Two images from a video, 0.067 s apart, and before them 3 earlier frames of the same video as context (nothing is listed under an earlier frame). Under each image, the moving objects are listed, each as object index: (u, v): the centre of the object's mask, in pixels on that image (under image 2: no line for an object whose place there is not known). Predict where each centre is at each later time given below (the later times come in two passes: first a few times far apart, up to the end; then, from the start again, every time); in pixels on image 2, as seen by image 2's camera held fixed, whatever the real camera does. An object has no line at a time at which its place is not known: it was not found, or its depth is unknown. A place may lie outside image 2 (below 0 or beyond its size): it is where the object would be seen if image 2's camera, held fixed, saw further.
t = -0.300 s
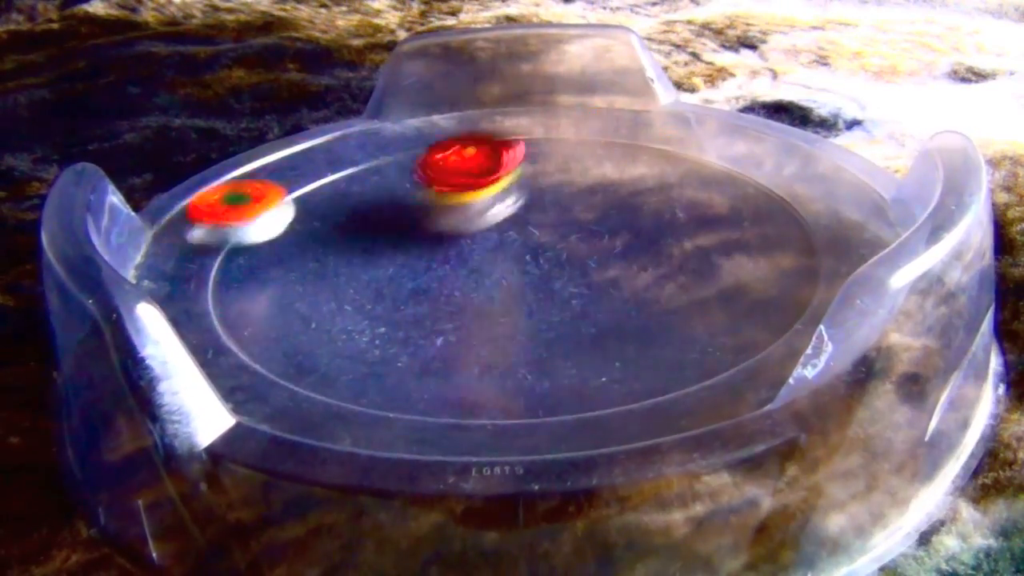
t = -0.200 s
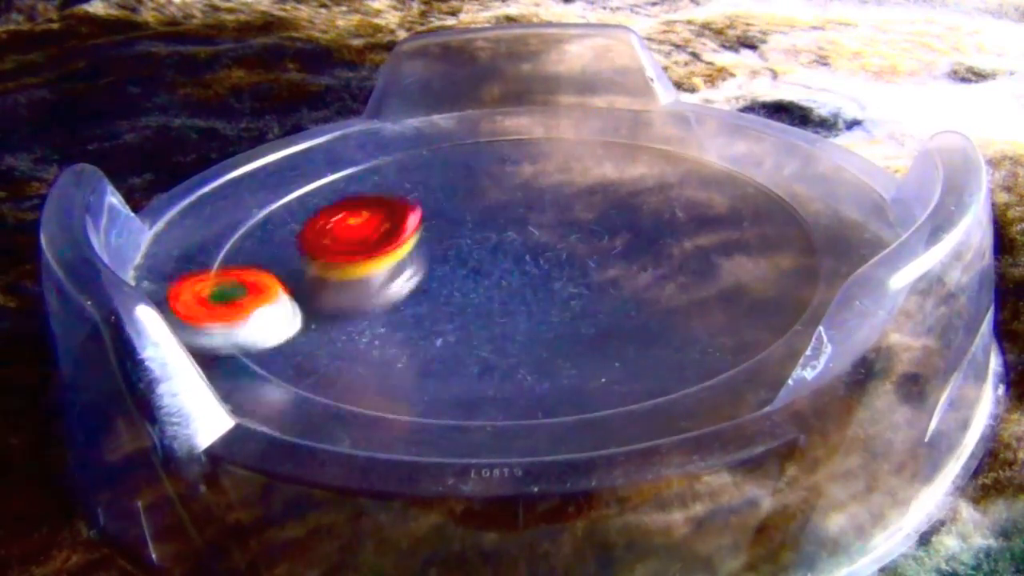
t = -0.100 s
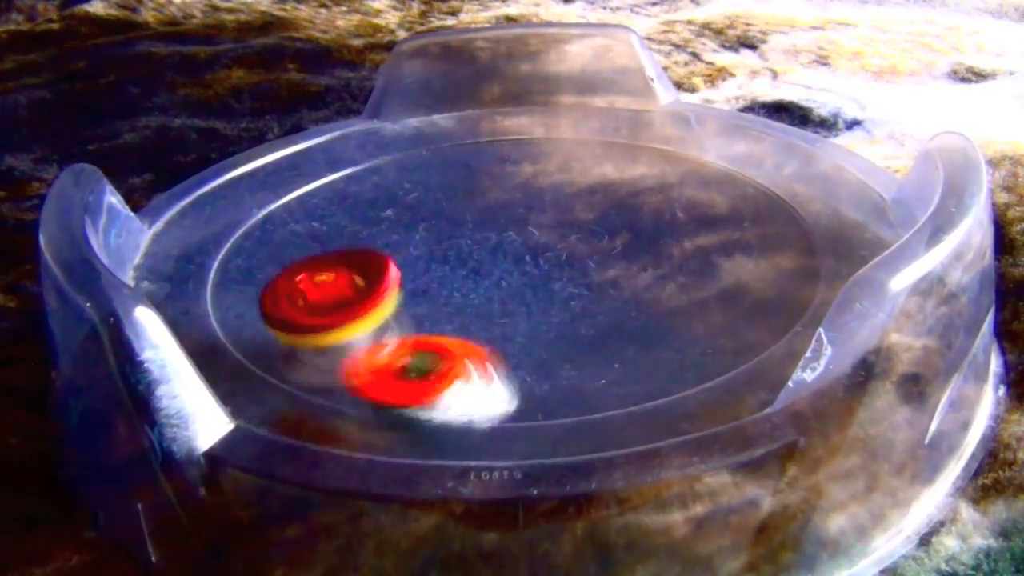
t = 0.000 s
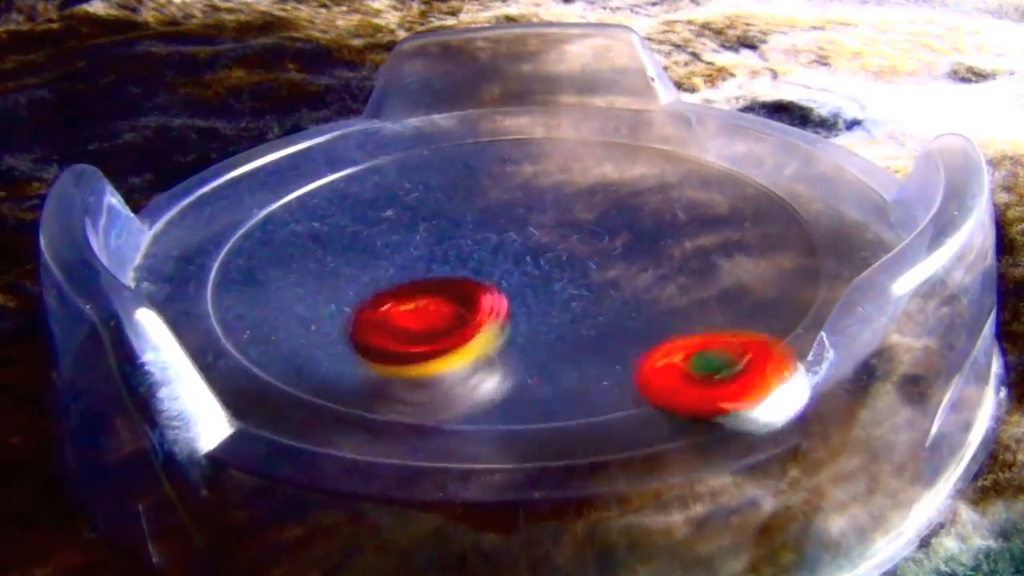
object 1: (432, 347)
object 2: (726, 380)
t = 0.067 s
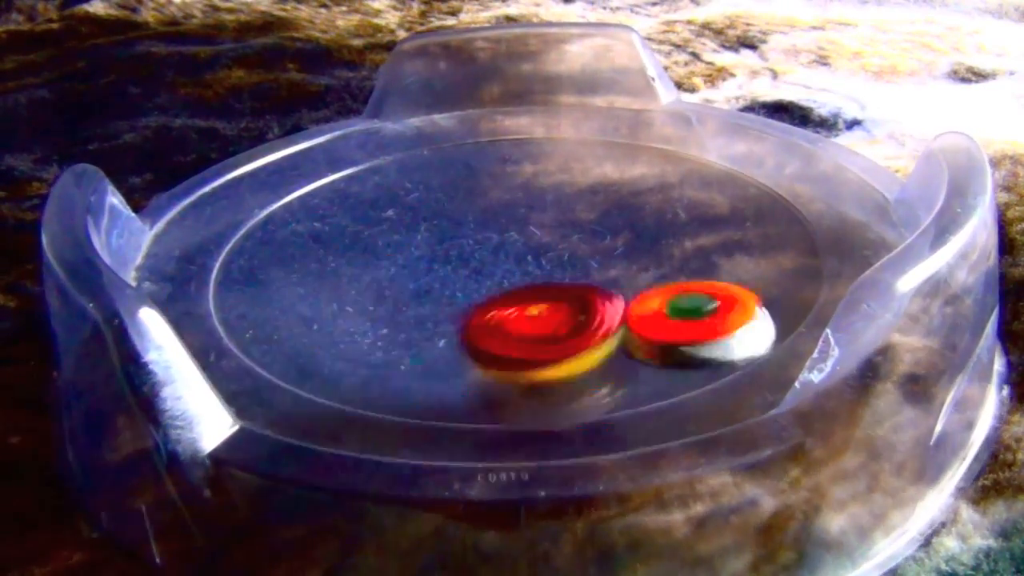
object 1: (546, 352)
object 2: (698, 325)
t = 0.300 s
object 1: (608, 292)
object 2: (789, 195)
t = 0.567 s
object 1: (450, 206)
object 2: (378, 181)
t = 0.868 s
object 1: (404, 339)
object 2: (271, 348)
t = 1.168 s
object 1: (706, 206)
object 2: (726, 295)
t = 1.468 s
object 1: (274, 157)
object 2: (426, 158)
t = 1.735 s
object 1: (316, 301)
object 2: (206, 220)
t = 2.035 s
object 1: (758, 168)
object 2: (614, 286)
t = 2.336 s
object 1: (423, 131)
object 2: (580, 114)
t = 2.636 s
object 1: (480, 335)
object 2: (297, 197)
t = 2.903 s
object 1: (837, 201)
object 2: (578, 331)
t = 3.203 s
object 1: (458, 169)
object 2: (735, 154)
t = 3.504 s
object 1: (274, 334)
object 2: (400, 190)
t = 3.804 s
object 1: (719, 240)
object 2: (556, 354)
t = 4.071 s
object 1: (457, 128)
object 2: (811, 210)
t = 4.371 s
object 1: (263, 265)
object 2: (457, 199)
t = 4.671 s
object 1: (725, 248)
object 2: (389, 371)
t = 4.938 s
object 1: (584, 132)
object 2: (787, 287)
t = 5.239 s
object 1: (333, 246)
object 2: (502, 198)
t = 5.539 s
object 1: (664, 304)
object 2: (229, 304)
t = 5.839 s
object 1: (590, 178)
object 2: (663, 319)
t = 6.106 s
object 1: (336, 206)
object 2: (520, 191)
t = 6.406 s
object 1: (474, 321)
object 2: (222, 244)
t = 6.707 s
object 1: (656, 196)
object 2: (577, 328)
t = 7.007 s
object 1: (415, 171)
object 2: (562, 163)
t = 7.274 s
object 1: (402, 302)
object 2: (299, 183)
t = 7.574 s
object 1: (715, 250)
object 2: (512, 331)
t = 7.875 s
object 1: (494, 177)
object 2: (680, 172)
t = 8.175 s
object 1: (297, 267)
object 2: (402, 158)
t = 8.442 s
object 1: (592, 300)
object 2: (417, 326)
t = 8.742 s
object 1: (594, 165)
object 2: (792, 239)
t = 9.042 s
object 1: (356, 207)
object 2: (566, 156)
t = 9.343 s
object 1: (560, 315)
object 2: (347, 294)
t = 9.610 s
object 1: (706, 209)
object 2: (665, 360)
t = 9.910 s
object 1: (416, 196)
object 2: (679, 206)
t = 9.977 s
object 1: (359, 214)
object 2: (602, 196)
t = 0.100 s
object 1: (551, 352)
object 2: (750, 338)
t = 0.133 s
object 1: (551, 344)
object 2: (788, 308)
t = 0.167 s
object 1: (556, 337)
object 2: (815, 276)
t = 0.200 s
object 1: (564, 328)
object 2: (833, 252)
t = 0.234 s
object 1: (577, 317)
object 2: (838, 231)
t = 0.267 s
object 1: (592, 304)
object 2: (820, 210)
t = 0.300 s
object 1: (608, 292)
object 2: (789, 195)
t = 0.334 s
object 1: (623, 276)
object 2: (748, 180)
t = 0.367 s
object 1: (623, 260)
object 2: (703, 169)
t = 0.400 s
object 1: (612, 247)
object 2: (653, 163)
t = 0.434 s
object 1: (593, 235)
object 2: (601, 162)
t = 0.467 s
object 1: (564, 225)
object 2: (547, 161)
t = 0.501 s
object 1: (528, 217)
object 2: (494, 162)
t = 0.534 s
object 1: (491, 211)
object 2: (433, 170)
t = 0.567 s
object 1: (450, 206)
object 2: (378, 181)
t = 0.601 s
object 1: (417, 209)
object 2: (330, 188)
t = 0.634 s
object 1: (390, 216)
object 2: (282, 195)
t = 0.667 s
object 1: (366, 227)
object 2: (237, 205)
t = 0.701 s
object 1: (346, 241)
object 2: (207, 223)
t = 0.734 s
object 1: (333, 259)
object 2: (188, 247)
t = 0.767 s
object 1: (328, 278)
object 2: (188, 274)
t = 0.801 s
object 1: (334, 298)
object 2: (205, 302)
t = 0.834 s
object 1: (357, 320)
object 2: (230, 331)
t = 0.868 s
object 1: (404, 339)
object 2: (271, 348)
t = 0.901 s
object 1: (471, 353)
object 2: (311, 367)
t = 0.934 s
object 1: (542, 357)
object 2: (364, 389)
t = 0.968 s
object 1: (615, 345)
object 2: (432, 398)
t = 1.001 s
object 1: (674, 325)
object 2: (506, 397)
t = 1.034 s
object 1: (717, 301)
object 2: (576, 387)
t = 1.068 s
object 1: (737, 275)
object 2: (636, 368)
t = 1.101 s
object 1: (738, 251)
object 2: (685, 348)
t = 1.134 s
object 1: (728, 228)
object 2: (714, 322)
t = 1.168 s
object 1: (706, 206)
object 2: (726, 295)
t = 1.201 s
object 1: (673, 189)
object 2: (723, 269)
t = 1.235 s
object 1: (630, 174)
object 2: (706, 247)
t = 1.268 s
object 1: (582, 161)
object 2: (680, 226)
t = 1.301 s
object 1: (530, 152)
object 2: (647, 208)
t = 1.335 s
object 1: (476, 145)
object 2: (609, 192)
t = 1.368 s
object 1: (420, 141)
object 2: (567, 179)
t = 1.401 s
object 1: (366, 140)
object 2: (520, 169)
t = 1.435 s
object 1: (312, 142)
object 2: (474, 162)
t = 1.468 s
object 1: (274, 157)
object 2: (426, 158)
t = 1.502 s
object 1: (230, 169)
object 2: (381, 158)
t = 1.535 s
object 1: (186, 181)
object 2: (336, 160)
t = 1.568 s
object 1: (184, 183)
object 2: (294, 167)
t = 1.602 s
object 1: (198, 203)
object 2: (277, 180)
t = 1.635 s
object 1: (212, 224)
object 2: (233, 175)
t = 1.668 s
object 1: (231, 258)
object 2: (187, 193)
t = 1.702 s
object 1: (266, 280)
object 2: (190, 205)
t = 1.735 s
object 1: (316, 301)
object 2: (206, 220)
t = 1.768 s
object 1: (390, 316)
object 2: (223, 234)
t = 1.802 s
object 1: (466, 321)
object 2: (244, 255)
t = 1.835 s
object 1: (544, 315)
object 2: (274, 275)
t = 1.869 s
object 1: (614, 302)
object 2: (317, 295)
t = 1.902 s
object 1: (673, 280)
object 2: (374, 310)
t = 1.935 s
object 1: (717, 254)
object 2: (438, 316)
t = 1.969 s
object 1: (744, 225)
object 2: (503, 314)
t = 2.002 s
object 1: (759, 194)
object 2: (562, 304)
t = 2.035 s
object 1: (758, 168)
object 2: (614, 286)
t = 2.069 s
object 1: (750, 145)
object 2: (651, 266)
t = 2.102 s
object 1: (720, 125)
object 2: (674, 243)
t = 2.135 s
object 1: (678, 122)
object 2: (685, 222)
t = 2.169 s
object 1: (639, 118)
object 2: (685, 199)
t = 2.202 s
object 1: (600, 111)
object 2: (674, 180)
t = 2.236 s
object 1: (557, 104)
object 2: (658, 160)
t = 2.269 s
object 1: (508, 113)
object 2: (636, 142)
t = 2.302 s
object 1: (464, 119)
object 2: (611, 125)
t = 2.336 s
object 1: (423, 131)
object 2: (580, 114)
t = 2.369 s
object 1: (386, 148)
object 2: (547, 112)
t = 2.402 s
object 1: (356, 167)
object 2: (511, 110)
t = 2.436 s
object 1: (332, 192)
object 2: (478, 107)
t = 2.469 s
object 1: (317, 217)
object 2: (444, 112)
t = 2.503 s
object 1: (315, 245)
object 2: (409, 119)
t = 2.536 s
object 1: (330, 273)
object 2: (375, 132)
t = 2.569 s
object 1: (361, 300)
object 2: (343, 149)
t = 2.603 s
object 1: (414, 322)
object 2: (315, 174)
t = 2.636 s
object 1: (480, 335)
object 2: (297, 197)
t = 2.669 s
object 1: (556, 340)
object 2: (291, 222)
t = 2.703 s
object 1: (637, 335)
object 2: (297, 248)
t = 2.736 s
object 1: (714, 317)
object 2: (317, 273)
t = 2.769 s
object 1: (754, 292)
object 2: (351, 297)
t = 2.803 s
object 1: (784, 267)
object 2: (396, 318)
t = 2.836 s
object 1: (812, 242)
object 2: (451, 331)
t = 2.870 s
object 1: (832, 222)
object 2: (515, 336)
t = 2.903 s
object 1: (837, 201)
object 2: (578, 331)
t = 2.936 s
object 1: (823, 180)
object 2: (636, 319)
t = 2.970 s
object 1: (800, 166)
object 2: (688, 301)
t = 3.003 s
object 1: (771, 156)
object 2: (728, 280)
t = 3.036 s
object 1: (731, 148)
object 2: (759, 255)
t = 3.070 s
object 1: (679, 151)
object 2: (777, 230)
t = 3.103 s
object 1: (628, 149)
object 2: (789, 204)
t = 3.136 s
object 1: (569, 154)
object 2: (789, 181)
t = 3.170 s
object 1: (512, 160)
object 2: (764, 166)
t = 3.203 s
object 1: (458, 169)
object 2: (735, 154)
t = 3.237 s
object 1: (407, 180)
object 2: (702, 141)
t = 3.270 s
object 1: (357, 193)
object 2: (666, 132)
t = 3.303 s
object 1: (311, 209)
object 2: (626, 127)
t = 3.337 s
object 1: (273, 227)
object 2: (586, 126)
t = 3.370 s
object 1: (242, 248)
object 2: (546, 129)
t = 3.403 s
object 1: (220, 270)
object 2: (507, 137)
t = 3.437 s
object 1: (229, 290)
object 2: (468, 150)
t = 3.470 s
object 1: (243, 313)
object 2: (431, 170)
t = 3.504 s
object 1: (274, 334)
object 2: (400, 190)
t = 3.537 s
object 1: (338, 349)
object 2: (375, 213)
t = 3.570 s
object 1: (404, 356)
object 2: (359, 235)
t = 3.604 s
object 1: (477, 357)
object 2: (353, 259)
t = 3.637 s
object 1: (553, 353)
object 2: (358, 283)
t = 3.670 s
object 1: (615, 337)
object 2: (377, 305)
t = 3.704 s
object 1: (665, 314)
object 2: (406, 323)
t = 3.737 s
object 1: (698, 290)
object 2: (443, 341)
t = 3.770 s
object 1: (717, 265)
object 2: (495, 351)
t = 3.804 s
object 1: (719, 240)
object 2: (556, 354)
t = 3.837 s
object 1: (711, 214)
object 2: (615, 352)
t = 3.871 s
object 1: (691, 194)
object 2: (677, 344)
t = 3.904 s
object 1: (664, 175)
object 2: (737, 330)
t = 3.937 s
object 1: (631, 160)
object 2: (777, 305)
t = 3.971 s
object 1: (591, 148)
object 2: (798, 280)
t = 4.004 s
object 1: (548, 137)
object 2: (815, 257)
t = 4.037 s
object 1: (502, 131)
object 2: (821, 232)
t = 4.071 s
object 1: (457, 128)
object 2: (811, 210)
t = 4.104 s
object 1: (411, 129)
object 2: (789, 191)
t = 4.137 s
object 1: (371, 132)
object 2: (760, 179)
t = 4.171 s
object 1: (335, 142)
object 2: (721, 170)
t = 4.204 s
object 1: (308, 159)
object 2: (676, 168)
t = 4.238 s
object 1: (280, 176)
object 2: (631, 168)
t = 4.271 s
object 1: (258, 196)
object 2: (587, 169)
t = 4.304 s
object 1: (248, 218)
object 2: (541, 177)
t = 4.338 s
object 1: (249, 241)
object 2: (497, 187)
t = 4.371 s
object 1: (263, 265)
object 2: (457, 199)
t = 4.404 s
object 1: (292, 287)
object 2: (421, 213)
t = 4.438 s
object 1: (336, 305)
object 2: (391, 227)
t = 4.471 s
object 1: (399, 321)
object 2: (359, 245)
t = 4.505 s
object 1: (465, 327)
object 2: (341, 267)
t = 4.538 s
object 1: (540, 322)
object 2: (329, 288)
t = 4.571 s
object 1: (607, 310)
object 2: (325, 312)
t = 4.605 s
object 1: (661, 293)
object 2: (332, 334)
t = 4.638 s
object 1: (700, 272)
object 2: (353, 353)
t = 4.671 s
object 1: (725, 248)
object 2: (389, 371)
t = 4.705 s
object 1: (738, 223)
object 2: (437, 380)
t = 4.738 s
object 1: (737, 200)
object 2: (500, 383)
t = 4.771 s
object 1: (728, 178)
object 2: (567, 378)
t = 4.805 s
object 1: (709, 164)
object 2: (636, 368)
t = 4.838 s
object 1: (684, 150)
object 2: (694, 353)
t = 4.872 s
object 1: (652, 141)
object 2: (742, 333)
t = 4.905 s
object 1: (620, 134)
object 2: (771, 312)
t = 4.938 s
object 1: (584, 132)
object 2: (787, 287)
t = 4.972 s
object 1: (546, 135)
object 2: (787, 265)
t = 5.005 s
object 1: (511, 139)
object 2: (771, 244)
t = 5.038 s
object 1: (473, 148)
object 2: (744, 228)
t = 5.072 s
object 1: (437, 162)
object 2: (706, 218)
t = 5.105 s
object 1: (405, 176)
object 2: (669, 209)
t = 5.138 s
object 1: (377, 191)
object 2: (629, 203)
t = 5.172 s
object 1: (353, 210)
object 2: (586, 199)
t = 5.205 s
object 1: (338, 228)
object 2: (544, 197)
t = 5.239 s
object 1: (333, 246)
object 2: (502, 198)
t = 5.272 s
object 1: (338, 266)
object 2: (458, 201)
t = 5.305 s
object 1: (354, 285)
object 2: (416, 206)
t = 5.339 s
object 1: (382, 307)
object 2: (376, 214)
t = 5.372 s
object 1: (425, 323)
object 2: (337, 224)
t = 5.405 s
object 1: (474, 331)
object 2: (302, 235)
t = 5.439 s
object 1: (526, 333)
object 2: (270, 250)
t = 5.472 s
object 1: (579, 329)
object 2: (243, 268)
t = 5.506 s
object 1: (625, 319)
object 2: (220, 286)
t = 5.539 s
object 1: (664, 304)
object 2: (229, 304)
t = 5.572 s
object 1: (694, 287)
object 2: (255, 330)
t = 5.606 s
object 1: (712, 270)
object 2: (291, 351)
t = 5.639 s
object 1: (717, 251)
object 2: (346, 365)
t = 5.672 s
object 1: (713, 236)
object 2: (408, 376)
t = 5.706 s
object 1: (702, 218)
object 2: (472, 379)
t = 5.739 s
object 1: (681, 206)
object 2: (538, 372)
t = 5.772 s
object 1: (653, 194)
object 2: (592, 359)
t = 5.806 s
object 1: (625, 185)
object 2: (635, 340)
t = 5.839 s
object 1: (590, 178)
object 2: (663, 319)
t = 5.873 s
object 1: (557, 176)
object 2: (675, 298)
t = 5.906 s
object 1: (521, 174)
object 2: (677, 275)
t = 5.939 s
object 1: (488, 175)
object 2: (666, 256)
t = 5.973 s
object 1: (454, 178)
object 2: (645, 238)
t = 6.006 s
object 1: (422, 181)
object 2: (620, 224)
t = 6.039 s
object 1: (392, 187)
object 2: (589, 211)
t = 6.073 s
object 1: (363, 195)
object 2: (556, 200)
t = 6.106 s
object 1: (336, 206)
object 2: (520, 191)
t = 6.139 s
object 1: (314, 218)
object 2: (483, 185)
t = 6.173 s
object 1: (299, 232)
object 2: (444, 181)
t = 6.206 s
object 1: (291, 249)
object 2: (404, 179)
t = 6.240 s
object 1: (294, 265)
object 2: (365, 181)
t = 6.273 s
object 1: (311, 282)
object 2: (327, 185)
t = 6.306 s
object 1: (338, 298)
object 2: (288, 192)
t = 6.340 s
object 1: (378, 311)
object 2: (256, 201)
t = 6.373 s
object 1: (423, 318)
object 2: (236, 224)
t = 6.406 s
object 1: (474, 321)
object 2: (222, 244)
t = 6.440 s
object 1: (525, 316)
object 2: (218, 268)
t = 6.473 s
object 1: (569, 307)
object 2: (227, 293)
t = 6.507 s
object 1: (607, 294)
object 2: (252, 316)
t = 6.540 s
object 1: (636, 278)
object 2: (293, 334)
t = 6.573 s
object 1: (656, 261)
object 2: (351, 345)
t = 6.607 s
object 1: (667, 243)
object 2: (411, 351)
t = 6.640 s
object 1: (671, 226)
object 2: (471, 351)
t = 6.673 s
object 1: (666, 211)
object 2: (529, 342)
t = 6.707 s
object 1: (656, 196)
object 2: (577, 328)
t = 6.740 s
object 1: (641, 183)
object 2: (614, 310)
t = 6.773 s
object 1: (622, 172)
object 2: (640, 288)
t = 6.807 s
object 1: (599, 162)
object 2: (652, 267)
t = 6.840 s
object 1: (572, 157)
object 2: (655, 245)
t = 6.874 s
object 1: (541, 153)
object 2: (649, 225)
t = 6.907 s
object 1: (509, 151)
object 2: (633, 208)
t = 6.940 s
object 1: (477, 155)
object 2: (614, 191)
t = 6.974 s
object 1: (444, 161)
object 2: (589, 176)
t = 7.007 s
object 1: (415, 171)
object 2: (562, 163)
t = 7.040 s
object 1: (389, 185)
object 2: (530, 153)
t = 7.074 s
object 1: (366, 200)
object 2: (497, 146)
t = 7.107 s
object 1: (351, 217)
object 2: (462, 141)
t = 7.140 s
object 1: (344, 236)
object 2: (424, 139)
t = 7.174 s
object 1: (344, 254)
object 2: (388, 141)
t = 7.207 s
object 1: (355, 272)
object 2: (355, 152)
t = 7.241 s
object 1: (374, 289)
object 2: (326, 168)
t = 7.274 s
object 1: (402, 302)
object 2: (299, 183)
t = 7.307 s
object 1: (437, 314)
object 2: (276, 202)
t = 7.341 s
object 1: (480, 320)
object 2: (267, 224)
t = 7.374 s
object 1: (523, 321)
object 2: (269, 248)
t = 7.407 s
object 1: (568, 319)
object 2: (285, 272)
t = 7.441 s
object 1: (612, 310)
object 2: (314, 292)
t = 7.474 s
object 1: (649, 299)
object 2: (355, 311)
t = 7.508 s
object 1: (682, 284)
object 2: (405, 325)
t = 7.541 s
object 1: (704, 268)
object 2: (457, 331)
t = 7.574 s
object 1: (715, 250)
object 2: (512, 331)
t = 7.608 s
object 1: (715, 235)
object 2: (564, 323)
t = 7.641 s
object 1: (707, 219)
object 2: (611, 310)
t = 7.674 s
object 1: (690, 205)
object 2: (649, 292)
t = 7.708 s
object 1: (665, 193)
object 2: (680, 271)
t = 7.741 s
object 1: (633, 185)
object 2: (699, 250)
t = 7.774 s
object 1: (601, 180)
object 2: (708, 228)
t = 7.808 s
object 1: (566, 178)
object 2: (707, 207)
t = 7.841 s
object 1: (530, 177)
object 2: (697, 188)
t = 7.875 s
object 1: (494, 177)
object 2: (680, 172)
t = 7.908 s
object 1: (461, 180)
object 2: (658, 157)
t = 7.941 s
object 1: (429, 186)
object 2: (633, 144)
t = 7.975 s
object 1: (397, 193)
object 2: (604, 135)
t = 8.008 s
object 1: (370, 201)
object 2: (572, 129)
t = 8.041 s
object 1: (346, 211)
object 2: (538, 126)
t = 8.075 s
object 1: (324, 223)
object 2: (503, 128)
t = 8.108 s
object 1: (307, 236)
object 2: (467, 134)
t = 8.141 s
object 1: (298, 250)
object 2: (432, 145)
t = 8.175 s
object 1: (297, 267)
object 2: (402, 158)
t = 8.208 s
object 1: (306, 283)
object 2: (374, 177)
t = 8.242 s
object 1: (328, 298)
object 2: (353, 198)
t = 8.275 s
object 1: (363, 311)
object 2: (339, 221)
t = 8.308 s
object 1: (407, 320)
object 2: (334, 243)
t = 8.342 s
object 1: (455, 324)
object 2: (341, 267)
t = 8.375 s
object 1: (505, 321)
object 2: (358, 288)
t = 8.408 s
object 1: (551, 313)
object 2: (383, 307)
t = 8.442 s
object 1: (592, 300)
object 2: (417, 326)
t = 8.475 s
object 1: (622, 285)
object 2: (462, 337)
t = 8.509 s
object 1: (643, 268)
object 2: (511, 343)
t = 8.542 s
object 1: (655, 250)
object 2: (567, 339)
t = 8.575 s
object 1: (660, 232)
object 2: (621, 332)
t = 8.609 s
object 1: (657, 215)
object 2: (671, 320)
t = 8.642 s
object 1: (647, 200)
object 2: (715, 304)
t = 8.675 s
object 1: (633, 187)
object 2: (751, 282)
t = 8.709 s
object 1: (615, 175)
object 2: (777, 261)
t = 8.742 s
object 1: (594, 165)
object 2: (792, 239)
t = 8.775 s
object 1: (569, 158)
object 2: (796, 219)
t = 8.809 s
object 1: (540, 154)
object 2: (789, 198)
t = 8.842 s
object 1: (512, 151)
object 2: (773, 182)
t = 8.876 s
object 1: (482, 152)
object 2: (750, 169)
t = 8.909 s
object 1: (453, 155)
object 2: (720, 159)
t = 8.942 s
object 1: (422, 164)
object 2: (684, 153)
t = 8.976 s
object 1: (395, 175)
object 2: (644, 152)
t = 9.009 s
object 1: (373, 189)
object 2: (606, 153)
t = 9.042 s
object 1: (356, 207)
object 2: (566, 156)
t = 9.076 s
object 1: (348, 225)
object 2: (526, 163)
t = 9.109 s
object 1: (348, 244)
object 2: (487, 176)
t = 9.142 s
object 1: (357, 261)
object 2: (450, 190)
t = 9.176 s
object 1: (375, 278)
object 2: (420, 202)
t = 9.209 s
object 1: (402, 295)
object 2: (391, 218)
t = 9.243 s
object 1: (437, 307)
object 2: (368, 238)
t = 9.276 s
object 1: (475, 314)
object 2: (353, 257)
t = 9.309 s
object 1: (517, 317)
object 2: (344, 277)
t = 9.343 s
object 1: (560, 315)
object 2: (347, 294)
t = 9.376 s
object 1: (604, 308)
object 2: (352, 318)
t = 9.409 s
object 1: (643, 298)
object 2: (372, 336)
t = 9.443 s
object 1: (676, 286)
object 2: (403, 353)
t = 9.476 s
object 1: (701, 270)
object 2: (446, 365)
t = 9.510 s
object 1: (717, 254)
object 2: (496, 372)
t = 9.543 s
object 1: (722, 238)
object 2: (553, 375)
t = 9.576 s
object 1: (719, 222)
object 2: (610, 374)
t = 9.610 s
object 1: (706, 209)
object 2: (665, 360)
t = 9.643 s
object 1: (685, 198)
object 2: (715, 342)
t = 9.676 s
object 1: (658, 190)
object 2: (754, 322)
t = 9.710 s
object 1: (628, 184)
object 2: (777, 300)
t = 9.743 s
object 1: (591, 182)
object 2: (789, 278)
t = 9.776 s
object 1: (556, 181)
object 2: (787, 257)
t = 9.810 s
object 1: (519, 181)
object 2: (771, 239)
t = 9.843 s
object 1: (484, 185)
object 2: (747, 224)
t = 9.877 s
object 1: (450, 190)
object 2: (714, 214)
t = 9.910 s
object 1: (416, 196)
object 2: (679, 206)
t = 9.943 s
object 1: (386, 204)
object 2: (641, 200)
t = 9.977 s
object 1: (359, 214)
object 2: (602, 196)
